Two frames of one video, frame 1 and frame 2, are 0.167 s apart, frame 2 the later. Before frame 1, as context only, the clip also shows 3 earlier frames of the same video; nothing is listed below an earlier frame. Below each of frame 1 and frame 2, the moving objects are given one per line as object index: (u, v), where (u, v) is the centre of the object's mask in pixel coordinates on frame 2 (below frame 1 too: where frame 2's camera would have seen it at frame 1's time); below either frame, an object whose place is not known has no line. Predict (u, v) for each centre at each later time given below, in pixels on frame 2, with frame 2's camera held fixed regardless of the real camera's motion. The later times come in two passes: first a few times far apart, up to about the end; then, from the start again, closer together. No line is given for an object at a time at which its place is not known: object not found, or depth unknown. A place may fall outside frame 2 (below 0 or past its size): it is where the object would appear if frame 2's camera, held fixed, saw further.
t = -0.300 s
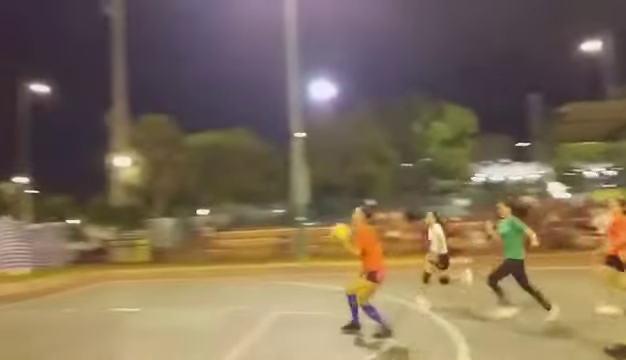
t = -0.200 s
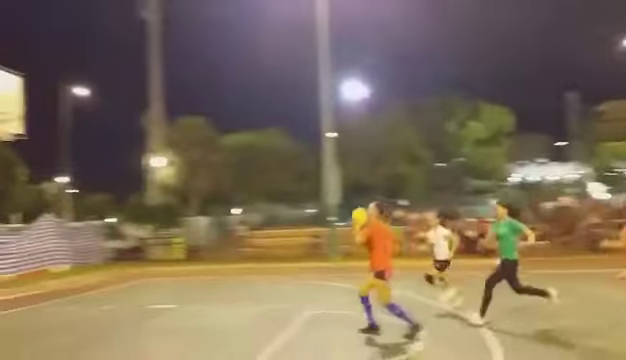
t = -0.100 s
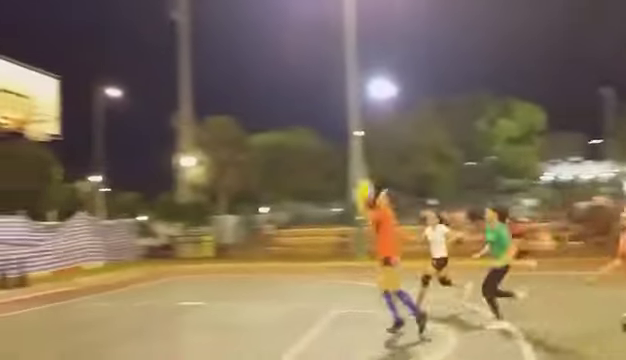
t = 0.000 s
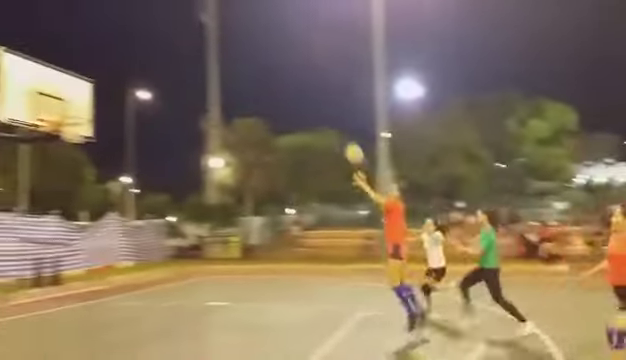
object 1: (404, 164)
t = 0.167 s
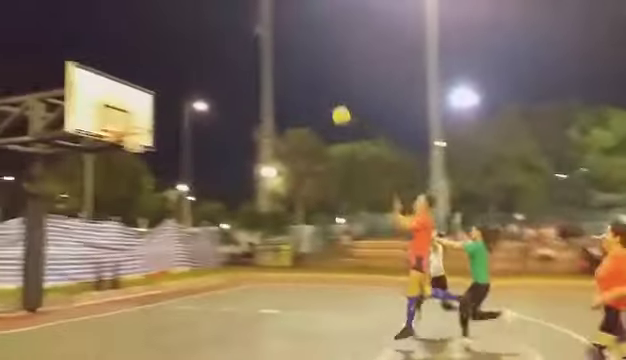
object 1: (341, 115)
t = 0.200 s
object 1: (330, 107)
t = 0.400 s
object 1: (265, 83)
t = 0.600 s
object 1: (206, 88)
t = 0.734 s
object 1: (171, 103)
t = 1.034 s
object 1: (140, 100)
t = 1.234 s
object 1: (152, 86)
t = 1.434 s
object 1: (165, 94)
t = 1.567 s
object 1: (174, 114)
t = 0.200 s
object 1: (330, 107)
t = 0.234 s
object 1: (319, 100)
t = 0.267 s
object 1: (308, 96)
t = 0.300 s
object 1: (297, 92)
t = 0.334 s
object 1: (285, 88)
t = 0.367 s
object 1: (275, 86)
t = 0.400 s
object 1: (265, 83)
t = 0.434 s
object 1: (254, 82)
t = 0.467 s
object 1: (245, 82)
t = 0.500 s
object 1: (235, 83)
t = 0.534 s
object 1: (225, 84)
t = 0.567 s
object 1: (216, 86)
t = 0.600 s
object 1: (206, 88)
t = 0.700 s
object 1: (180, 99)
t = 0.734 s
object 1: (171, 103)
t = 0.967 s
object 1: (132, 109)
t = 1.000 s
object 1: (138, 102)
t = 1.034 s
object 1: (140, 100)
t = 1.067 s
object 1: (143, 95)
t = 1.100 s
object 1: (145, 92)
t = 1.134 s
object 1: (148, 89)
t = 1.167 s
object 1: (149, 87)
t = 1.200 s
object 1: (151, 86)
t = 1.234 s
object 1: (152, 86)
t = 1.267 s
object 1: (154, 85)
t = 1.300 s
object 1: (156, 85)
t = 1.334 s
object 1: (158, 86)
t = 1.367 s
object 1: (161, 88)
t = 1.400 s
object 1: (163, 90)
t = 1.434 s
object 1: (165, 94)
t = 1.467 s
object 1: (167, 98)
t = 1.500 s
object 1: (169, 102)
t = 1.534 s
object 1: (172, 108)
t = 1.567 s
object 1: (174, 114)
